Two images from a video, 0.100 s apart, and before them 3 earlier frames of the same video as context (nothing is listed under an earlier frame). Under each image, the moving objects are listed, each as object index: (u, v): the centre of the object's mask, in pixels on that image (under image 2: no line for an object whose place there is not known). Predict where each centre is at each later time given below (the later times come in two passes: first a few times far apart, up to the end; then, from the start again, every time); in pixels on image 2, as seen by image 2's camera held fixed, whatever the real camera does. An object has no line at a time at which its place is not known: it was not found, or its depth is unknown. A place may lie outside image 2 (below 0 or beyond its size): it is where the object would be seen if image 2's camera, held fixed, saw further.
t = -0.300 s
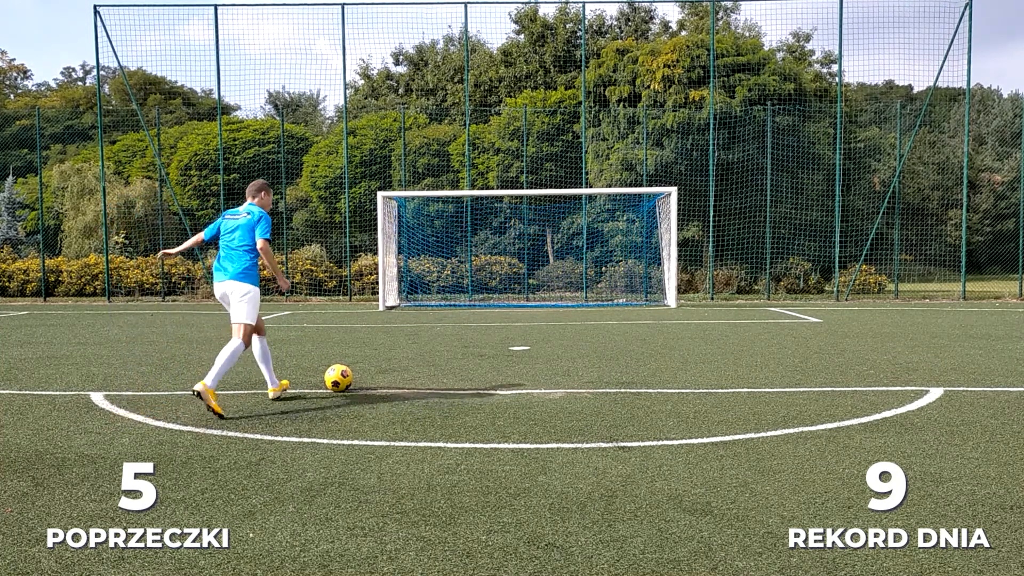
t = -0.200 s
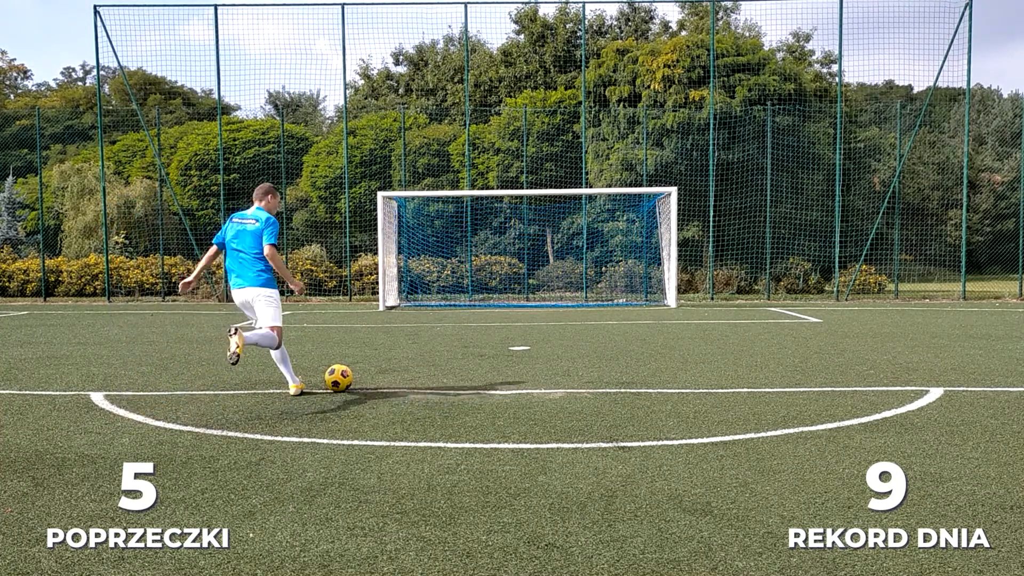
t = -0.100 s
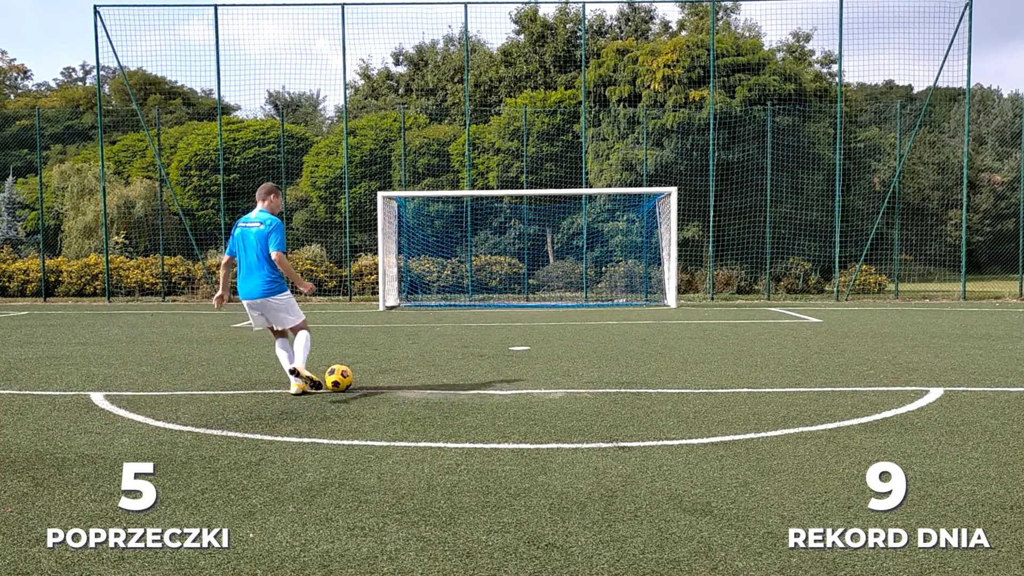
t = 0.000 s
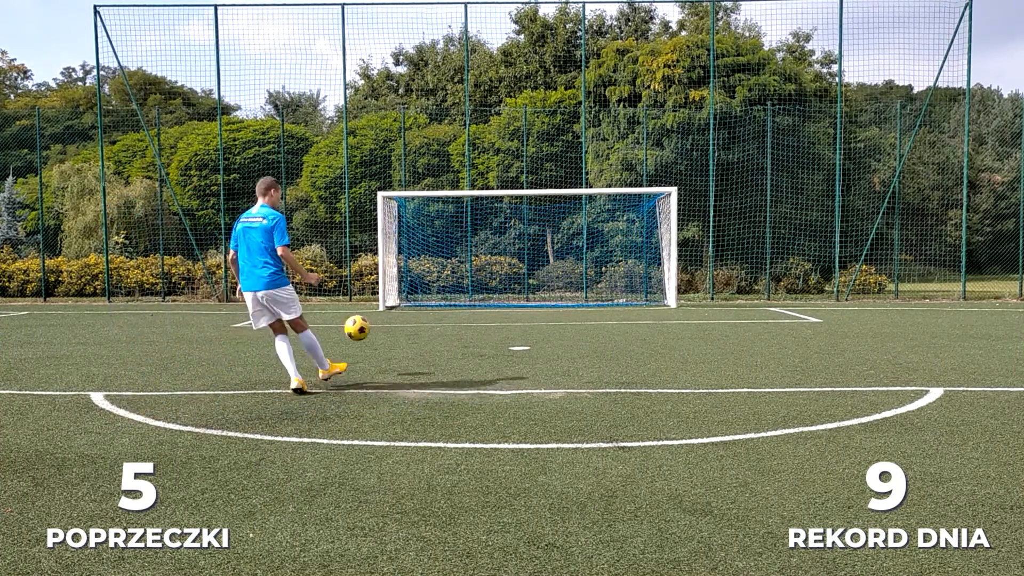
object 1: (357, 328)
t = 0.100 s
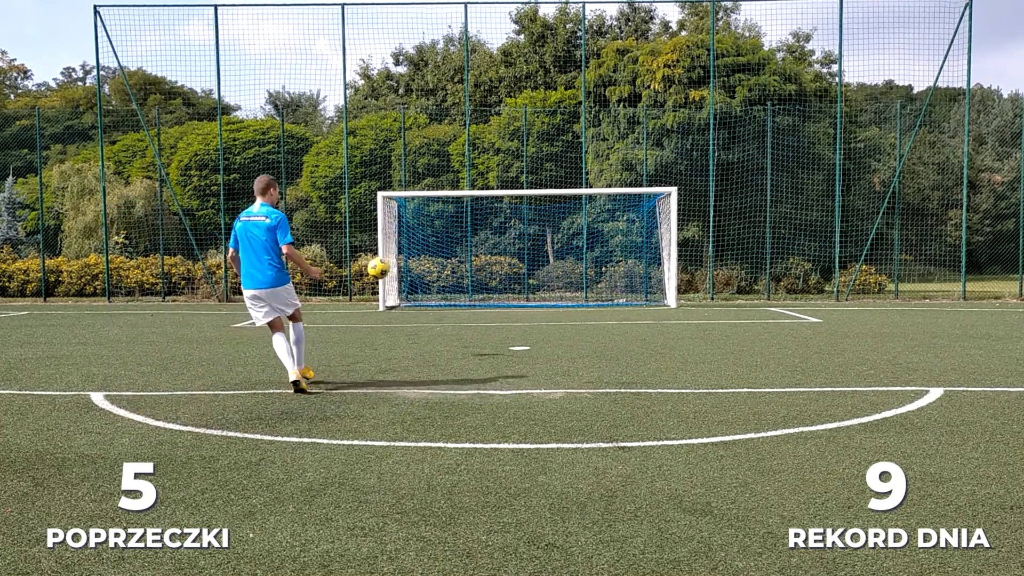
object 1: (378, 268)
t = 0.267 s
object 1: (399, 213)
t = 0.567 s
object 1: (416, 188)
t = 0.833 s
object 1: (411, 202)
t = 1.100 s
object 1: (390, 263)
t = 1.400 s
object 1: (363, 277)
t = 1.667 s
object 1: (340, 218)
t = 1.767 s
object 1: (330, 210)
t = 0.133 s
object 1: (383, 254)
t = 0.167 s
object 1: (389, 241)
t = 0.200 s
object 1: (392, 231)
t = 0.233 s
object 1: (396, 221)
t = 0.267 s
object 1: (399, 213)
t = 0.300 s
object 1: (402, 207)
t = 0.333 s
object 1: (405, 202)
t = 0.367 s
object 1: (407, 197)
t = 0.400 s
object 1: (409, 194)
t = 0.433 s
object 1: (411, 191)
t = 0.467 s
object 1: (412, 189)
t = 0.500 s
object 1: (414, 188)
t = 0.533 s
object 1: (415, 188)
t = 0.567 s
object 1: (416, 188)
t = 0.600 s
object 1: (417, 188)
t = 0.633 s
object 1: (417, 189)
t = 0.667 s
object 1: (418, 190)
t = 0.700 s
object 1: (419, 192)
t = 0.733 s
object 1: (417, 194)
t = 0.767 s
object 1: (416, 196)
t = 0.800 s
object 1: (413, 199)
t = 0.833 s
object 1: (411, 202)
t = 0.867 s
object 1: (408, 206)
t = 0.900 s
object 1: (406, 211)
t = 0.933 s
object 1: (403, 217)
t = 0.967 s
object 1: (401, 224)
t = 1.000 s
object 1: (398, 232)
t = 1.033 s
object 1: (395, 241)
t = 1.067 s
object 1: (393, 251)
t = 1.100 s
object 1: (390, 263)
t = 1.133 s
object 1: (386, 276)
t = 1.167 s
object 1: (383, 289)
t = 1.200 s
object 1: (379, 304)
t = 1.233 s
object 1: (376, 321)
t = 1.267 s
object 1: (373, 325)
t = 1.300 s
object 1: (371, 312)
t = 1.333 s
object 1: (368, 299)
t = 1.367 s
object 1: (366, 288)
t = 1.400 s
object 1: (363, 277)
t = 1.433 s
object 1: (360, 266)
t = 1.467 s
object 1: (358, 257)
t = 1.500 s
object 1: (355, 249)
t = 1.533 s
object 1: (352, 241)
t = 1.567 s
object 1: (349, 234)
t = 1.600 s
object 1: (346, 227)
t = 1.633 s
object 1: (343, 222)
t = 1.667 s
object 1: (340, 218)
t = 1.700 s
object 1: (336, 214)
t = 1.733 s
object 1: (333, 211)
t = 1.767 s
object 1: (330, 210)
